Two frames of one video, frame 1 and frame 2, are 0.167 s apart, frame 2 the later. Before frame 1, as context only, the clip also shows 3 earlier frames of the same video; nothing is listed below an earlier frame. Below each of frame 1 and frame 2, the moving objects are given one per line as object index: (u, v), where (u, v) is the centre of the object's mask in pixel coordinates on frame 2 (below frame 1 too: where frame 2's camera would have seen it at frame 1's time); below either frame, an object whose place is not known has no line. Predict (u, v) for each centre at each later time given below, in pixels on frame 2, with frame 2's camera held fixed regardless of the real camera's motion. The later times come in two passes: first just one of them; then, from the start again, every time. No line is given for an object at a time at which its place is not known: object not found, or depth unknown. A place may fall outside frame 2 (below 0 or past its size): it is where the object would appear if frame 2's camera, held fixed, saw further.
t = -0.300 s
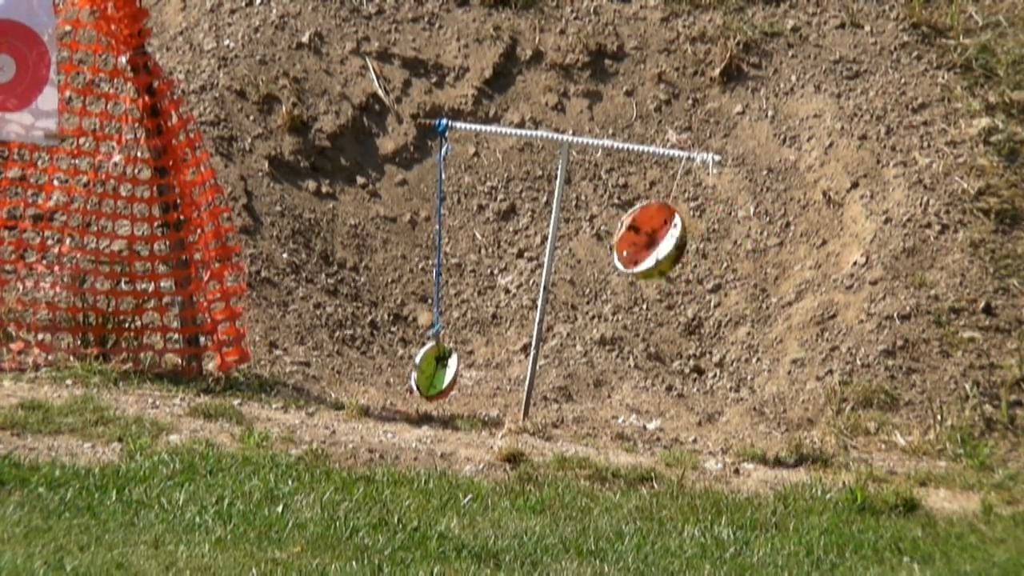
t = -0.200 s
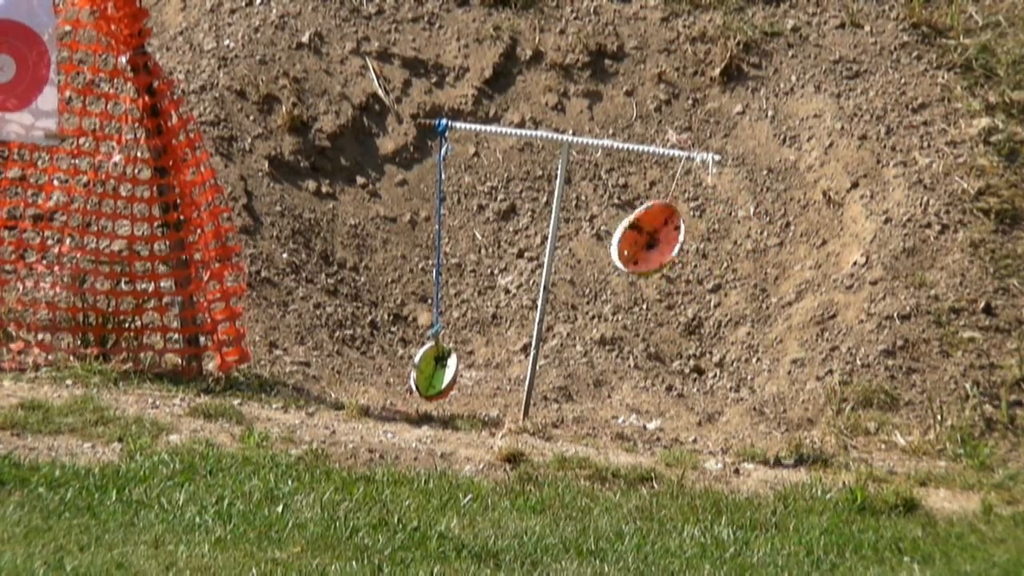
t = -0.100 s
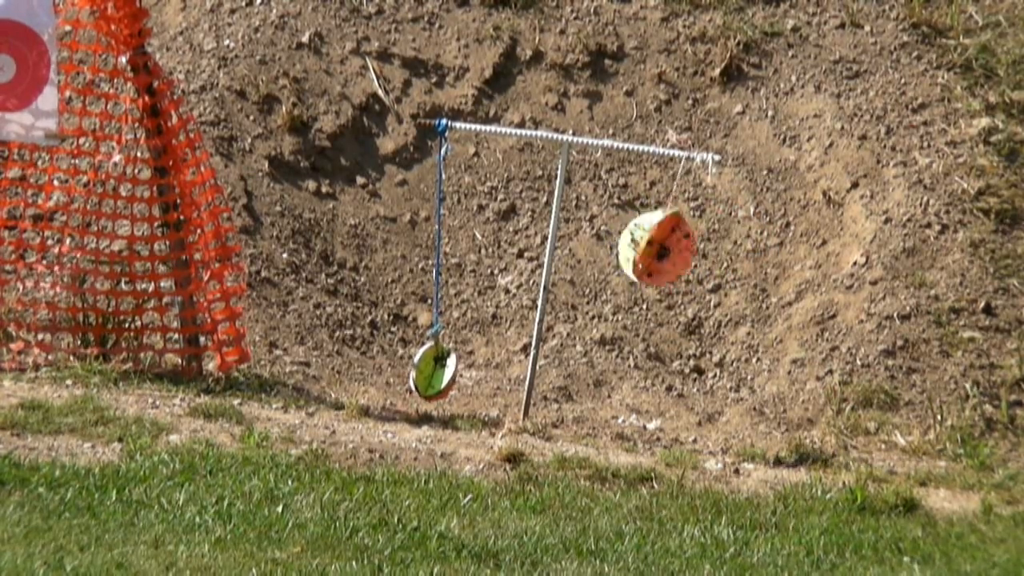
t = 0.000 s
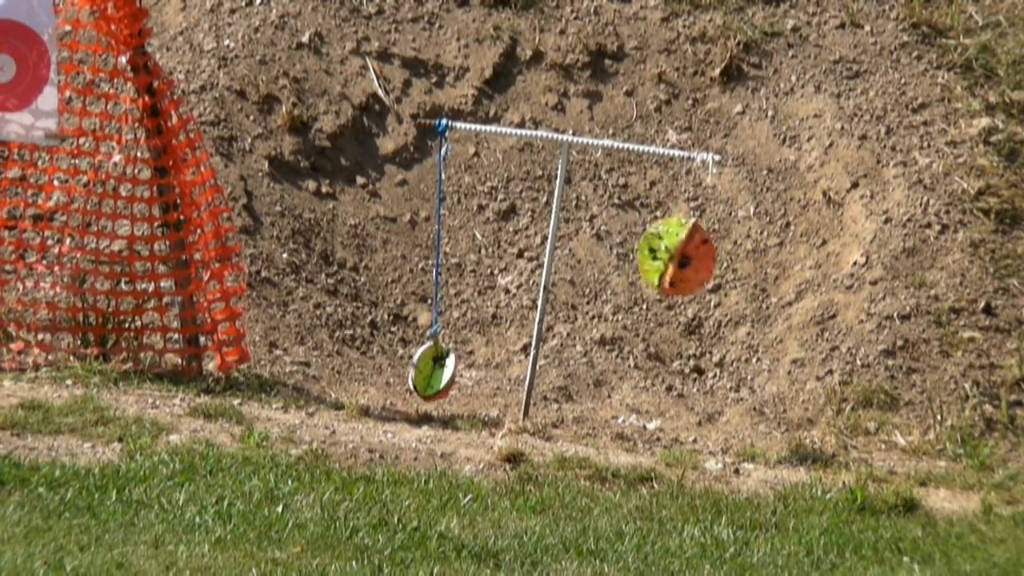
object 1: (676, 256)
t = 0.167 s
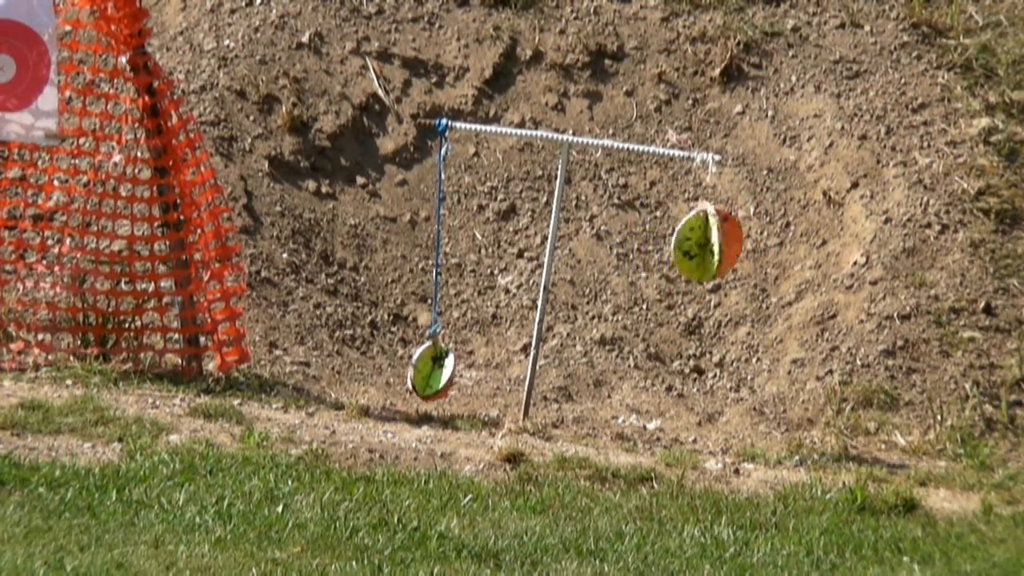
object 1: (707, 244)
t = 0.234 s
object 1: (713, 237)
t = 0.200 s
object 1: (710, 240)
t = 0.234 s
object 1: (713, 237)
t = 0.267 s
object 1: (715, 233)
